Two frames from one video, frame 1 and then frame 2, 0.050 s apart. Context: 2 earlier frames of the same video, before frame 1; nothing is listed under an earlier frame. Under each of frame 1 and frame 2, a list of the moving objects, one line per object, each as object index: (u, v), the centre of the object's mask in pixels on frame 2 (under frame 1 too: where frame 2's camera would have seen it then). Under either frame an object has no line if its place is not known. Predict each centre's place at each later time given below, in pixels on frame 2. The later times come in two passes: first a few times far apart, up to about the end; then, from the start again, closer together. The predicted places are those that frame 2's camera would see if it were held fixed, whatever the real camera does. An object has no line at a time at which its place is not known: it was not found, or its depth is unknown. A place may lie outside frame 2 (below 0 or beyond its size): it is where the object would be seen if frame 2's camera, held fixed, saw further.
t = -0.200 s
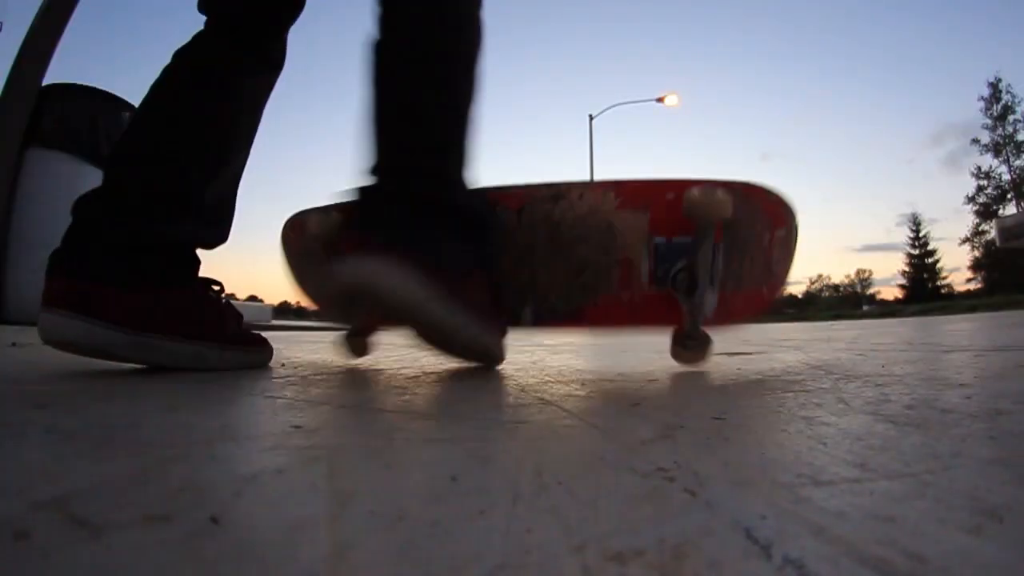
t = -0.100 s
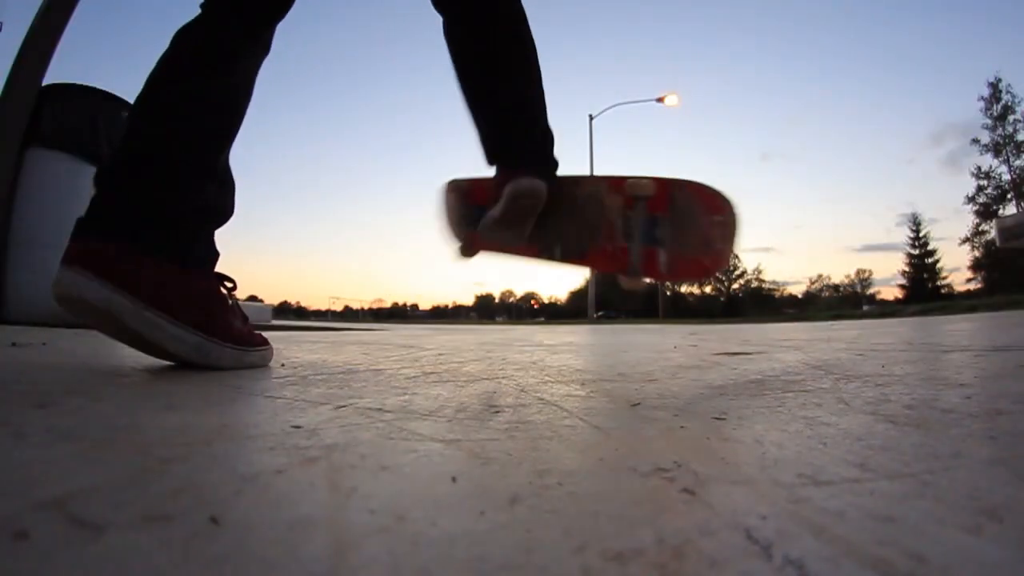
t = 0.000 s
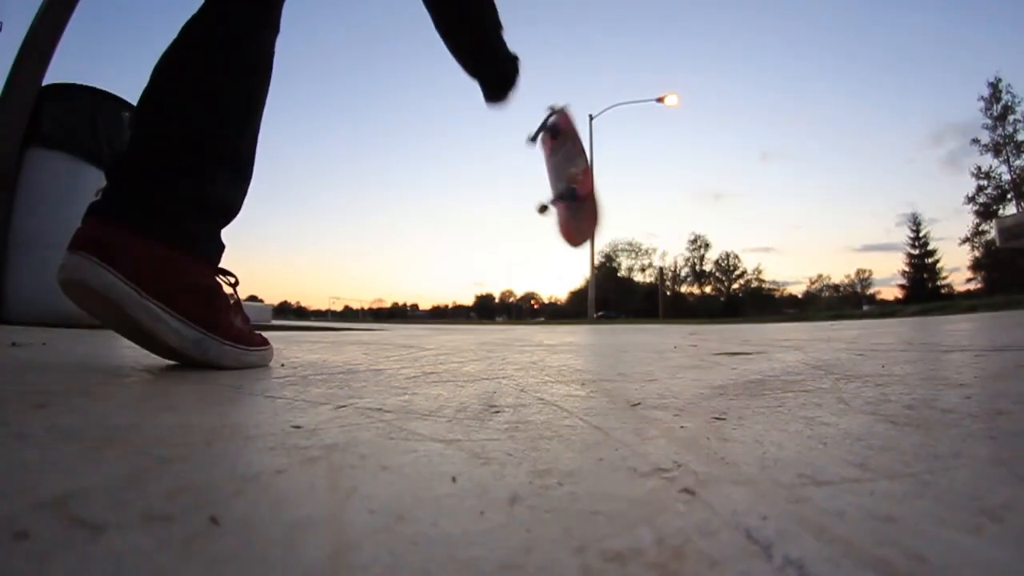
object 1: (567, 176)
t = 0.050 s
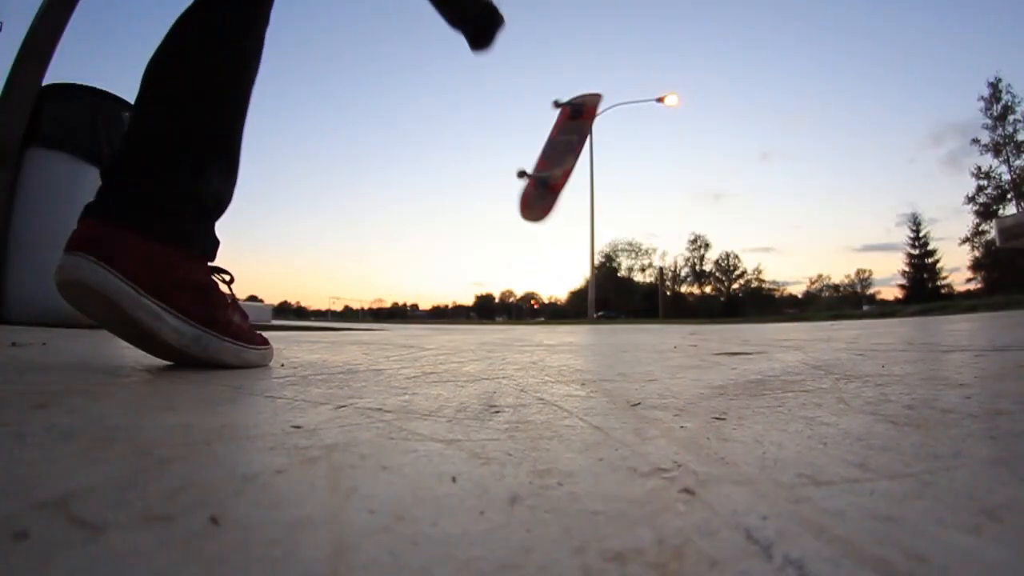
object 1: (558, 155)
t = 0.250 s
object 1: (560, 133)
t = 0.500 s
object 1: (562, 177)
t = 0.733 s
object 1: (566, 242)
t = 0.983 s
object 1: (565, 290)
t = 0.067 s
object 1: (558, 148)
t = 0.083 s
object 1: (559, 141)
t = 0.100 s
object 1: (561, 136)
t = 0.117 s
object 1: (563, 131)
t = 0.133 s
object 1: (566, 128)
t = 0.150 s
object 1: (568, 126)
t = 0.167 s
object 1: (570, 126)
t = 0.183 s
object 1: (571, 127)
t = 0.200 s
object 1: (570, 129)
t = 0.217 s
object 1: (569, 133)
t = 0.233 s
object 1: (565, 135)
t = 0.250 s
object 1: (560, 133)
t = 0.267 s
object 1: (562, 135)
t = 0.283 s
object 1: (562, 138)
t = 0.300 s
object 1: (562, 141)
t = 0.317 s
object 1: (561, 143)
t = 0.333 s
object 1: (561, 145)
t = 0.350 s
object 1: (561, 147)
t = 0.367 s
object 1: (561, 150)
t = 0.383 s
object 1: (561, 152)
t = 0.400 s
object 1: (560, 156)
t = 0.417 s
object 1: (559, 160)
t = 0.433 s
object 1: (558, 164)
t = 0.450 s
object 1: (561, 167)
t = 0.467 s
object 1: (565, 169)
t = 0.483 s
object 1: (565, 173)
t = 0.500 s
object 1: (562, 177)
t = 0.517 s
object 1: (563, 182)
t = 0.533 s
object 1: (563, 185)
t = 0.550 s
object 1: (563, 188)
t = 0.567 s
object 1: (563, 192)
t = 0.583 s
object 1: (564, 196)
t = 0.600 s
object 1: (565, 200)
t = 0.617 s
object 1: (566, 205)
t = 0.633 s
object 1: (567, 210)
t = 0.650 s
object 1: (563, 220)
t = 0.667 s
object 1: (564, 224)
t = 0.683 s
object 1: (564, 229)
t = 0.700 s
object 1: (565, 233)
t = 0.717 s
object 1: (566, 238)
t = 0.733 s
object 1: (566, 242)
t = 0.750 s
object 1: (566, 247)
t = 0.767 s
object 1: (566, 253)
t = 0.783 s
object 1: (565, 258)
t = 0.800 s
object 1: (566, 264)
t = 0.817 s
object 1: (565, 269)
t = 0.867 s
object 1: (561, 277)
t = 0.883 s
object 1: (563, 281)
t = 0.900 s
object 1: (564, 288)
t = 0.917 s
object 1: (564, 298)
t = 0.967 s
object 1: (563, 294)
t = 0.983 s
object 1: (565, 290)
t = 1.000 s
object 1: (564, 300)
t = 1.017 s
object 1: (563, 297)
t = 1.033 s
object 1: (564, 298)
